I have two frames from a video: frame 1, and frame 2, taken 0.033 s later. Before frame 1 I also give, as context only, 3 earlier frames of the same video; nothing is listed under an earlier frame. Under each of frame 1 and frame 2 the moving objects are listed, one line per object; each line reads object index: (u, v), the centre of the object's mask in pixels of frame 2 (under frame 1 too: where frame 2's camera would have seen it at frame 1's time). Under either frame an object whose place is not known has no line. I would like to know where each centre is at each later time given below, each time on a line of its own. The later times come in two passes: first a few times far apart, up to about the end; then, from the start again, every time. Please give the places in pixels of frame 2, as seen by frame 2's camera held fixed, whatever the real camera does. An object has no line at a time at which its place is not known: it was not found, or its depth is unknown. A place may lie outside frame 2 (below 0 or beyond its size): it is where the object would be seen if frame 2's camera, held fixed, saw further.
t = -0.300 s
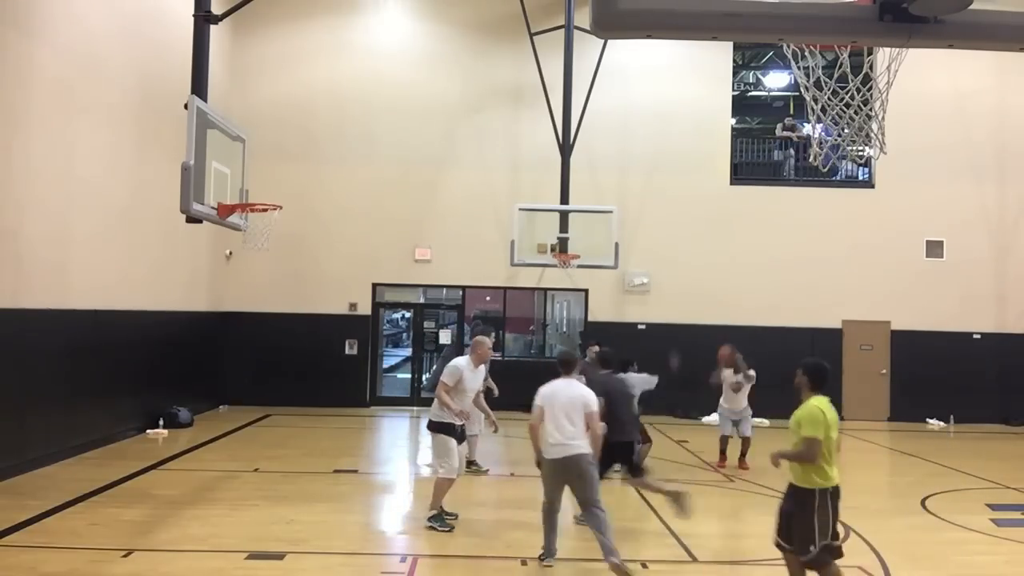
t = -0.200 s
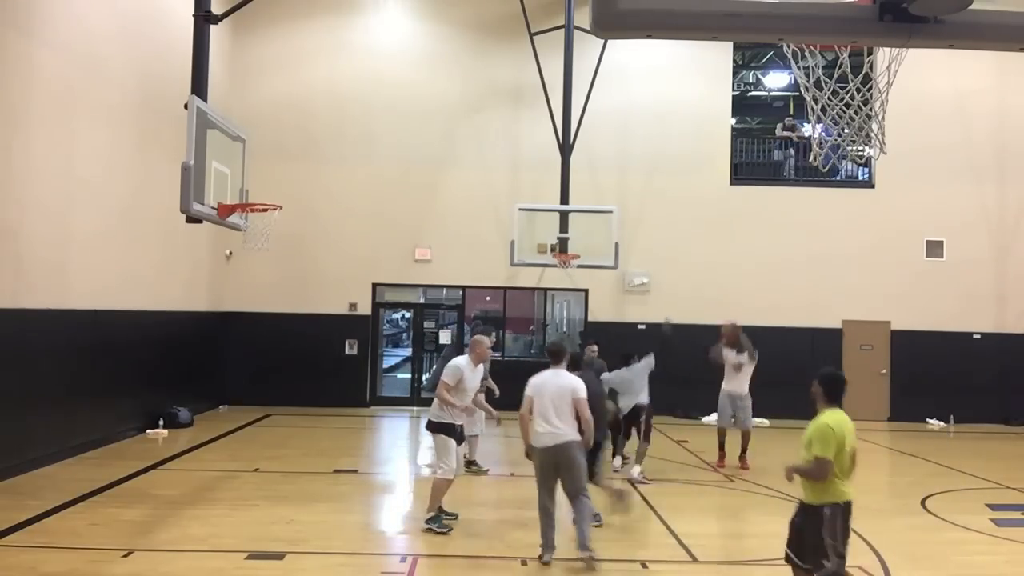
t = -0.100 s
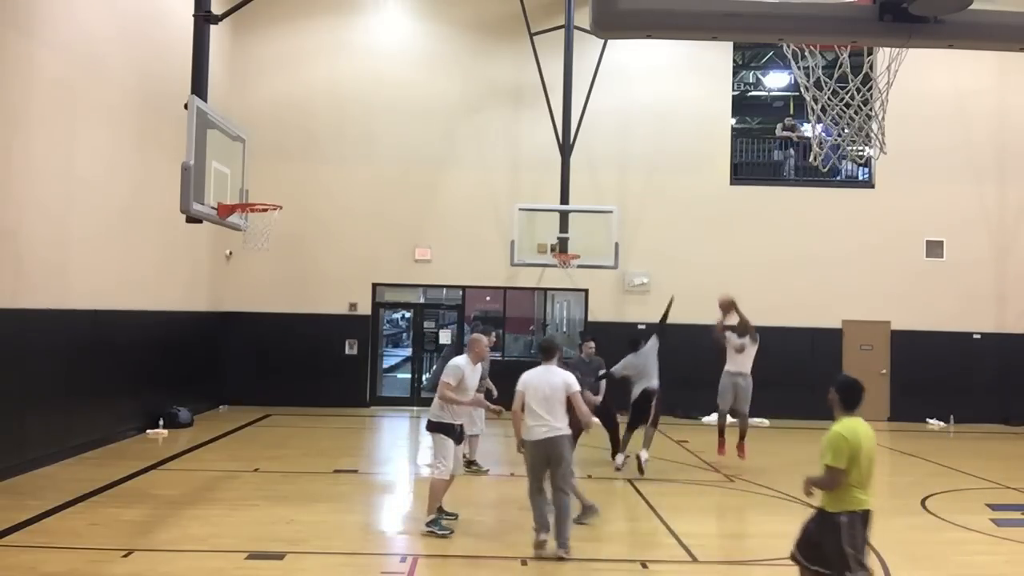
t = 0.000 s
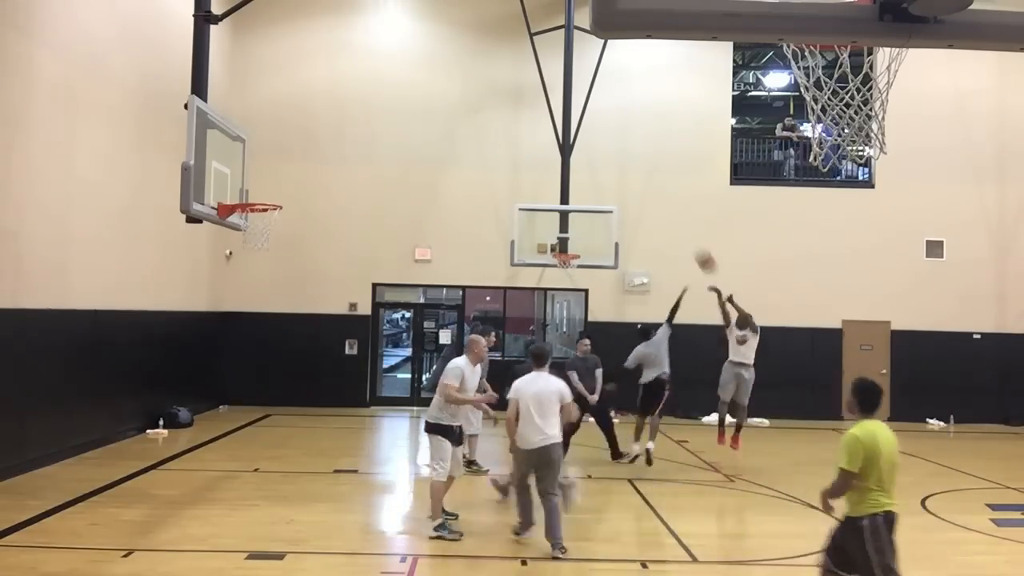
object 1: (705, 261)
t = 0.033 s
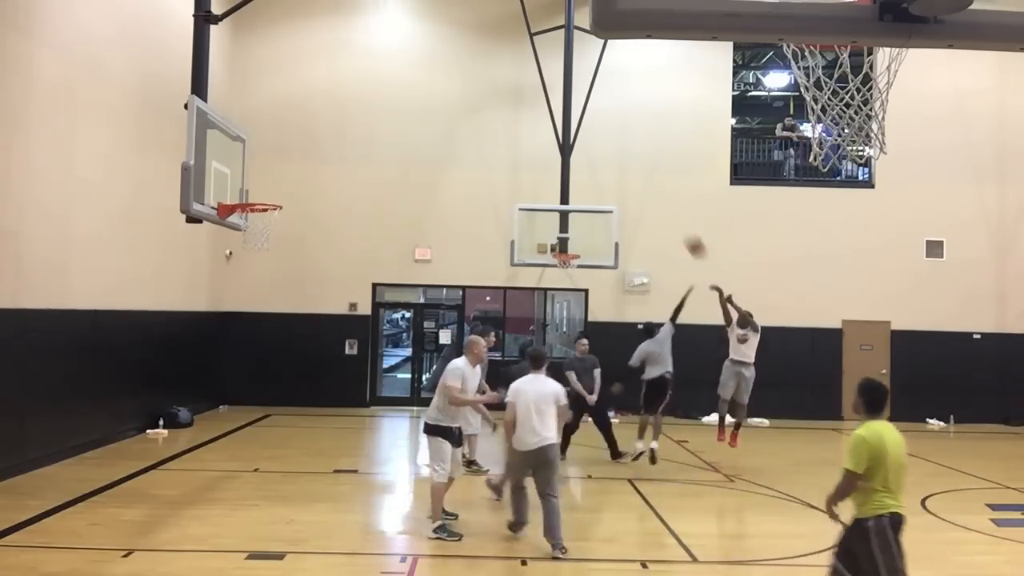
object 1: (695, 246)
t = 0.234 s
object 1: (632, 172)
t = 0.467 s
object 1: (553, 117)
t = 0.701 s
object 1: (466, 100)
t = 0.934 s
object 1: (368, 129)
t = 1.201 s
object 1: (243, 226)
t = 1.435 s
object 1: (201, 270)
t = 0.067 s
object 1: (685, 232)
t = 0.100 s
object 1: (675, 219)
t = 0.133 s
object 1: (664, 207)
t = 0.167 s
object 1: (654, 194)
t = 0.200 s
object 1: (643, 183)
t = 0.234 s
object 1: (632, 172)
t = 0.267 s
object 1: (622, 162)
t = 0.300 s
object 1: (611, 152)
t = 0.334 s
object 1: (600, 144)
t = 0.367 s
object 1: (589, 136)
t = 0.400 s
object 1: (579, 129)
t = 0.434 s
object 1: (566, 121)
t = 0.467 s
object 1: (553, 117)
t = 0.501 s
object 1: (541, 112)
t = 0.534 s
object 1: (529, 108)
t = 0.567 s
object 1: (517, 105)
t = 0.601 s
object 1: (505, 103)
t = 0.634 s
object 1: (492, 101)
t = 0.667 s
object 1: (479, 100)
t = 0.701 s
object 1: (466, 100)
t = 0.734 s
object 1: (453, 102)
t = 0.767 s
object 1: (439, 104)
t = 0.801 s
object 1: (425, 107)
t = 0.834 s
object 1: (411, 111)
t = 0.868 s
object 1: (397, 116)
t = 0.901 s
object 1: (383, 122)
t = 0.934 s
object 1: (368, 129)
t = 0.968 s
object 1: (353, 138)
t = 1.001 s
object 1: (338, 147)
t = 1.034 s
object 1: (322, 157)
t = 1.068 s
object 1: (307, 168)
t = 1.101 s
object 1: (291, 181)
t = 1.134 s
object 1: (276, 193)
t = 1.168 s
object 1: (258, 210)
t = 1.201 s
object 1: (243, 226)
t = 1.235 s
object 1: (235, 230)
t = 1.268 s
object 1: (228, 236)
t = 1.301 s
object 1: (223, 239)
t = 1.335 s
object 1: (218, 245)
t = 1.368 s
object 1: (212, 253)
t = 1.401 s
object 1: (206, 261)
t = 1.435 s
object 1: (201, 270)
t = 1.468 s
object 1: (195, 281)
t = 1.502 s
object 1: (189, 292)
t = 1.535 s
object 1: (183, 306)
